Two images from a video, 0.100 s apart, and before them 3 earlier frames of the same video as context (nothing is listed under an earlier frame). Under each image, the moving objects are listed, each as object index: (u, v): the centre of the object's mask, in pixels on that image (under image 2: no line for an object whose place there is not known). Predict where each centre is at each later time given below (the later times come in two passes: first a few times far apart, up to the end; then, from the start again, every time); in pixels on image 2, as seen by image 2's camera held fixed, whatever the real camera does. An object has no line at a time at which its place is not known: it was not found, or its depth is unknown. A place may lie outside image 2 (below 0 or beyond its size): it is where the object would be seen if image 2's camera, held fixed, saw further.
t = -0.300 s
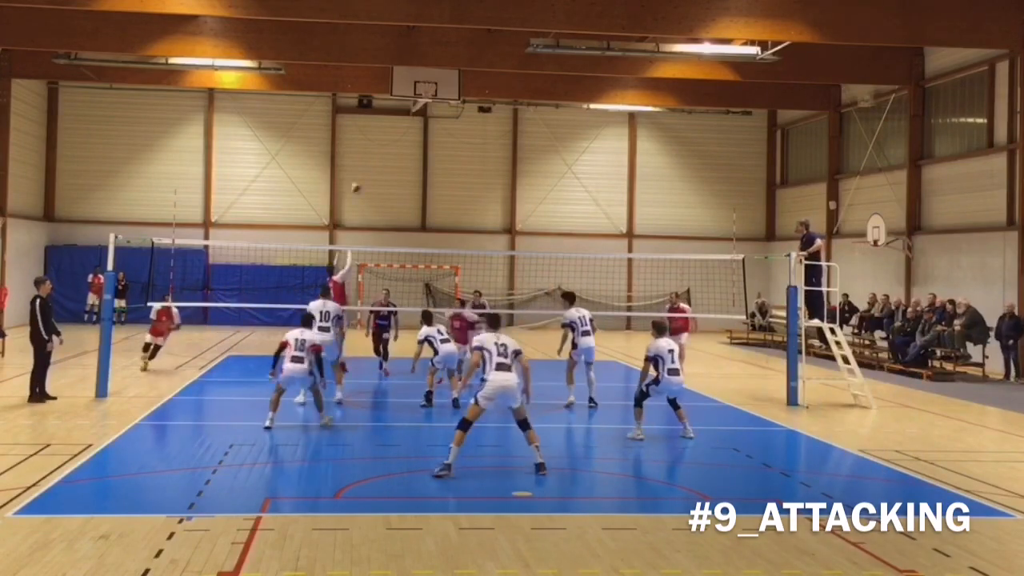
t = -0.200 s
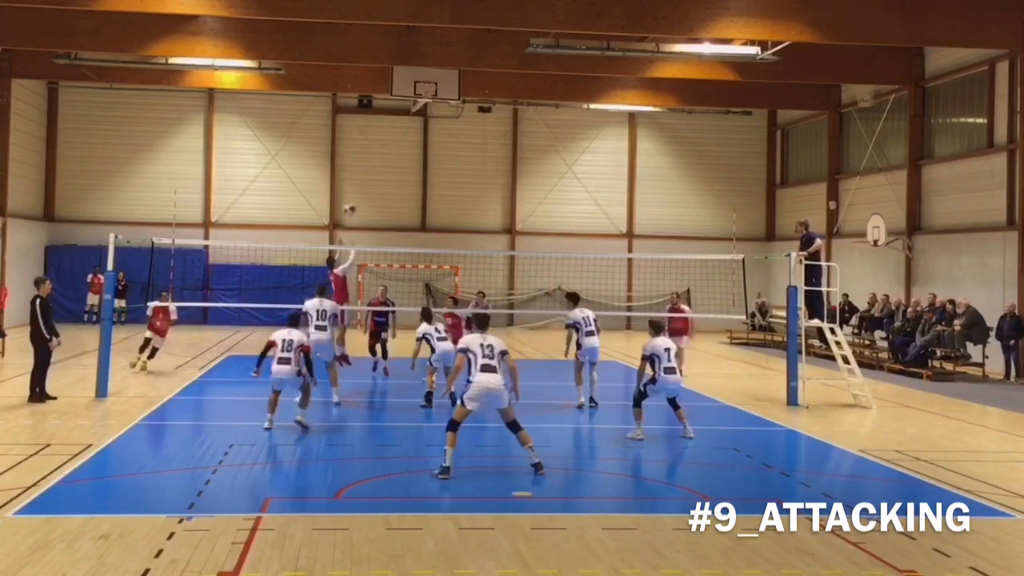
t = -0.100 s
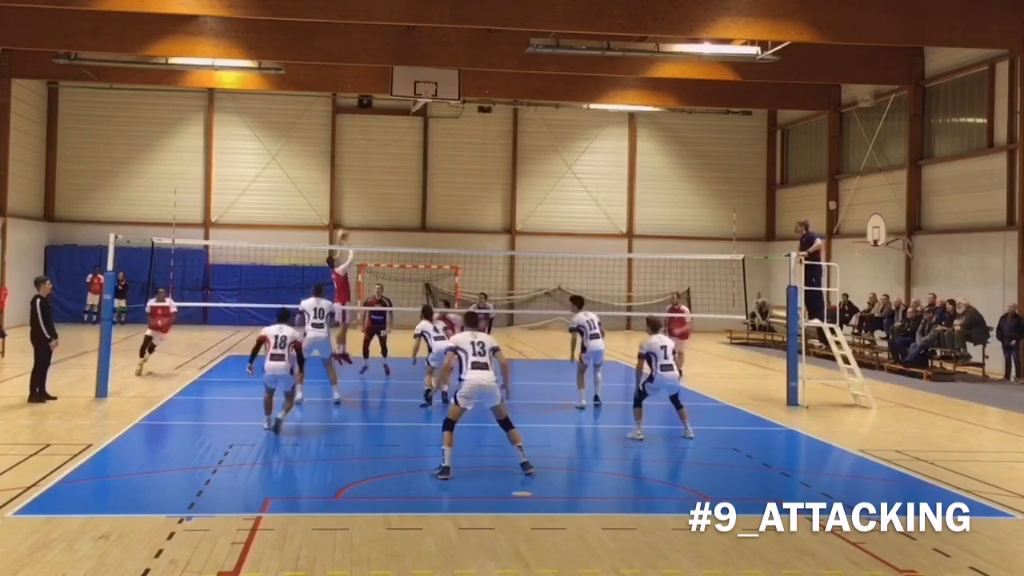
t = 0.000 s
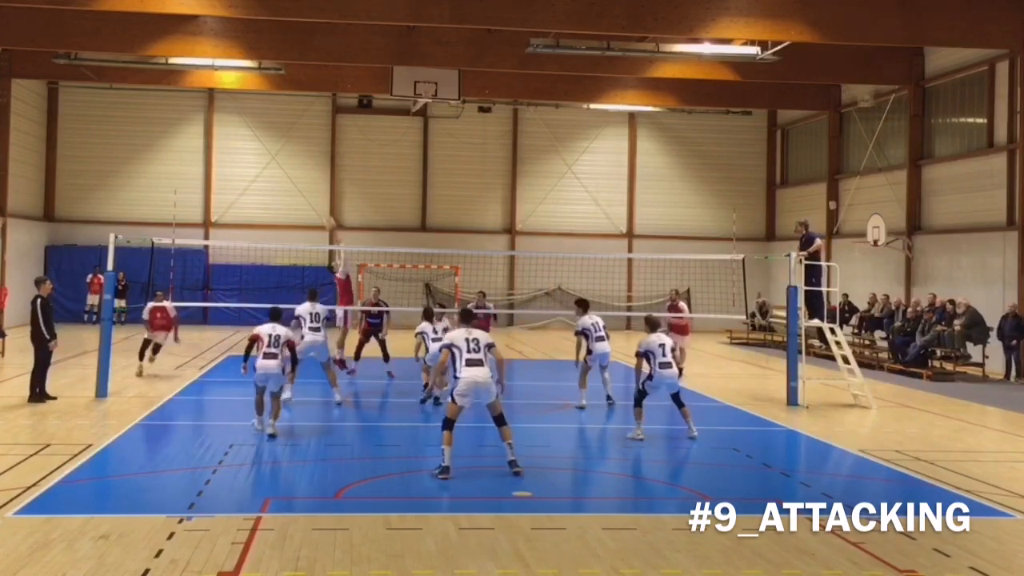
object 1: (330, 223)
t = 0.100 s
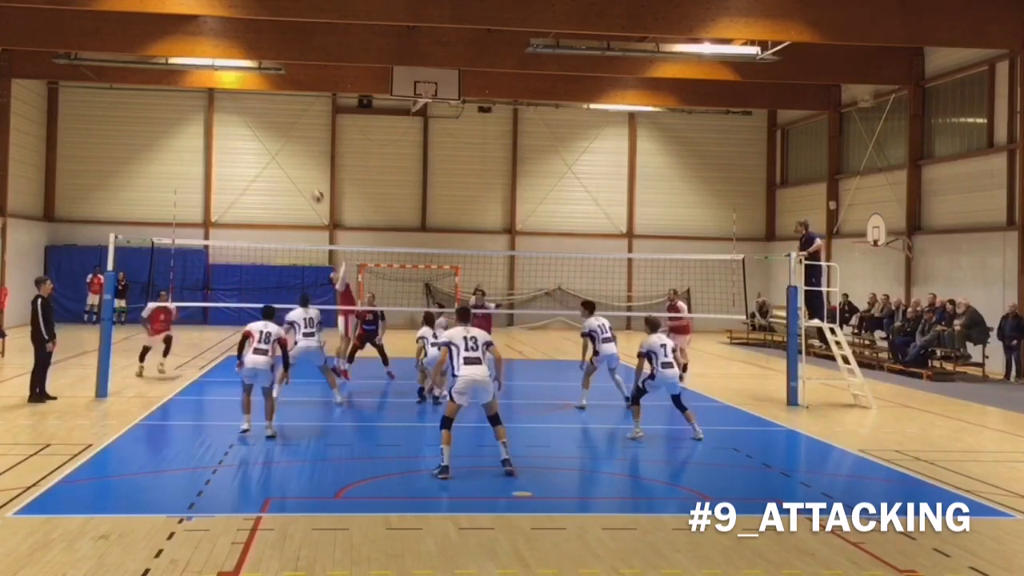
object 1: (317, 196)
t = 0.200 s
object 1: (304, 175)
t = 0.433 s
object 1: (273, 147)
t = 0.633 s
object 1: (245, 150)
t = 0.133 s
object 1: (313, 188)
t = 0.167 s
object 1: (308, 181)
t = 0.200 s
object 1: (304, 175)
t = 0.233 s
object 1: (299, 169)
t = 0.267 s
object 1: (295, 164)
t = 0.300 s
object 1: (290, 160)
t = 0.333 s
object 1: (286, 156)
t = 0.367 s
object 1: (282, 152)
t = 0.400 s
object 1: (277, 149)
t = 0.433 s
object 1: (273, 147)
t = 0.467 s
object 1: (268, 146)
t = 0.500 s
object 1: (263, 145)
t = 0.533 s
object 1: (258, 145)
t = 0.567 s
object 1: (254, 147)
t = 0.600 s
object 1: (249, 148)
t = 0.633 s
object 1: (245, 150)
